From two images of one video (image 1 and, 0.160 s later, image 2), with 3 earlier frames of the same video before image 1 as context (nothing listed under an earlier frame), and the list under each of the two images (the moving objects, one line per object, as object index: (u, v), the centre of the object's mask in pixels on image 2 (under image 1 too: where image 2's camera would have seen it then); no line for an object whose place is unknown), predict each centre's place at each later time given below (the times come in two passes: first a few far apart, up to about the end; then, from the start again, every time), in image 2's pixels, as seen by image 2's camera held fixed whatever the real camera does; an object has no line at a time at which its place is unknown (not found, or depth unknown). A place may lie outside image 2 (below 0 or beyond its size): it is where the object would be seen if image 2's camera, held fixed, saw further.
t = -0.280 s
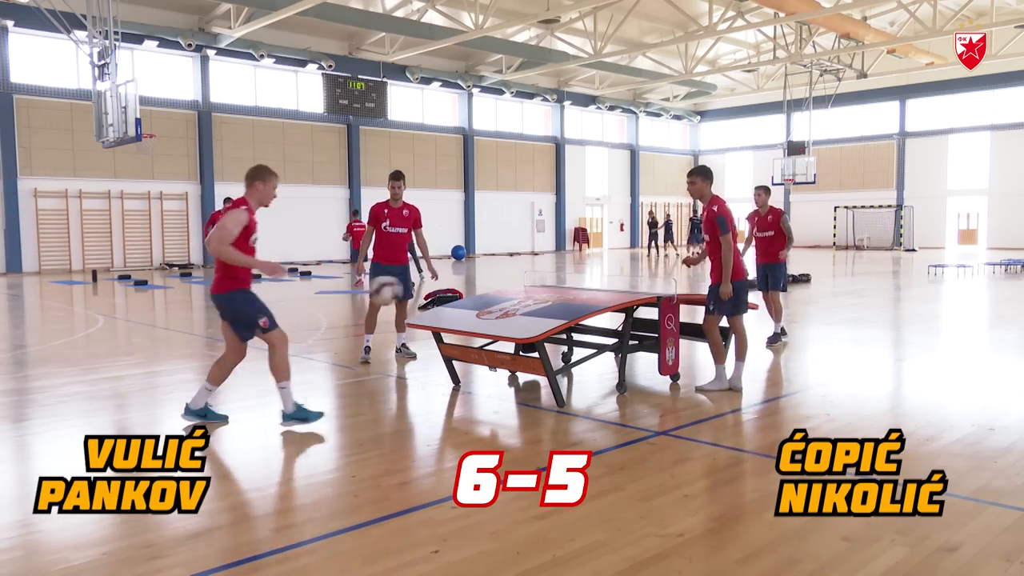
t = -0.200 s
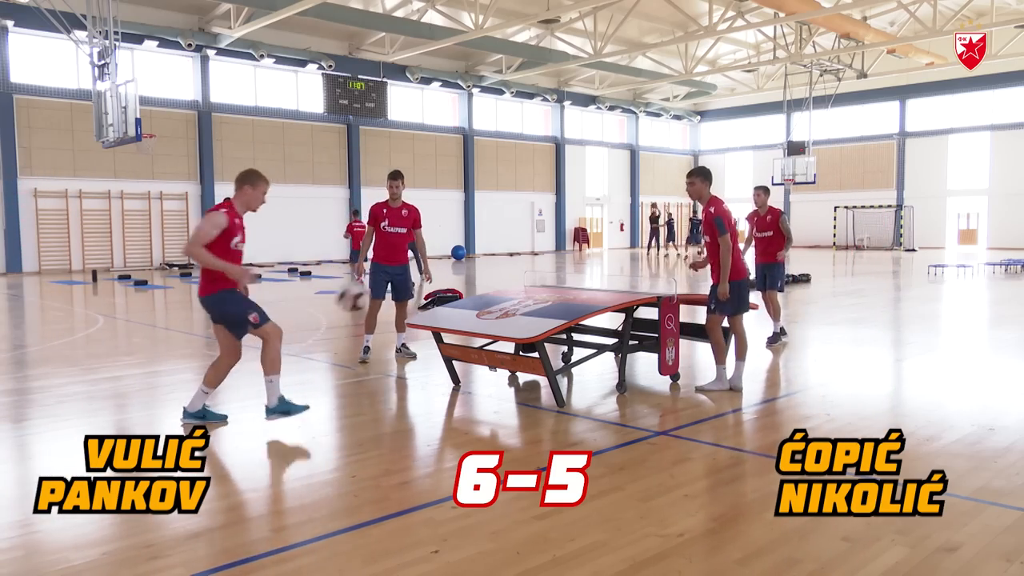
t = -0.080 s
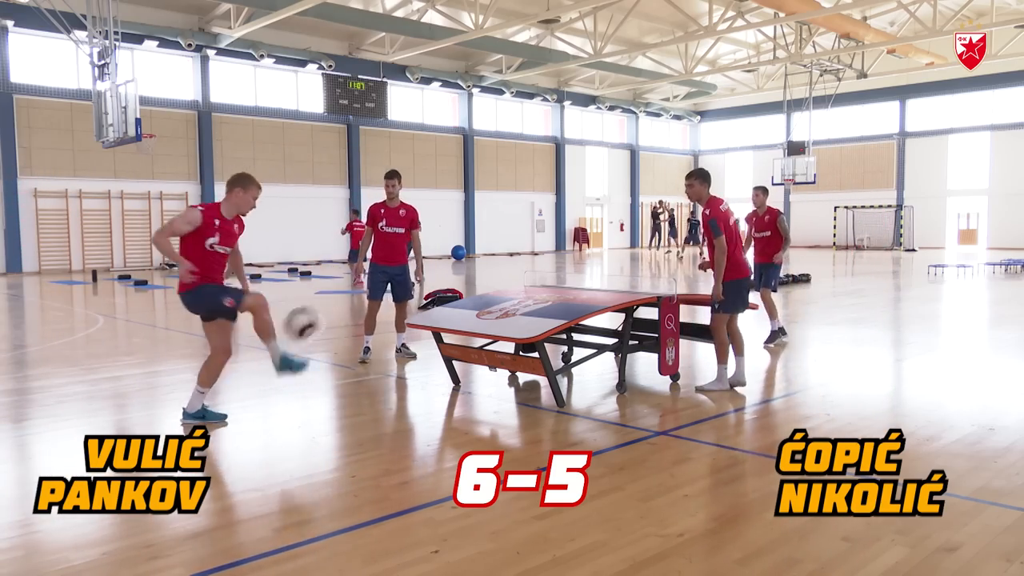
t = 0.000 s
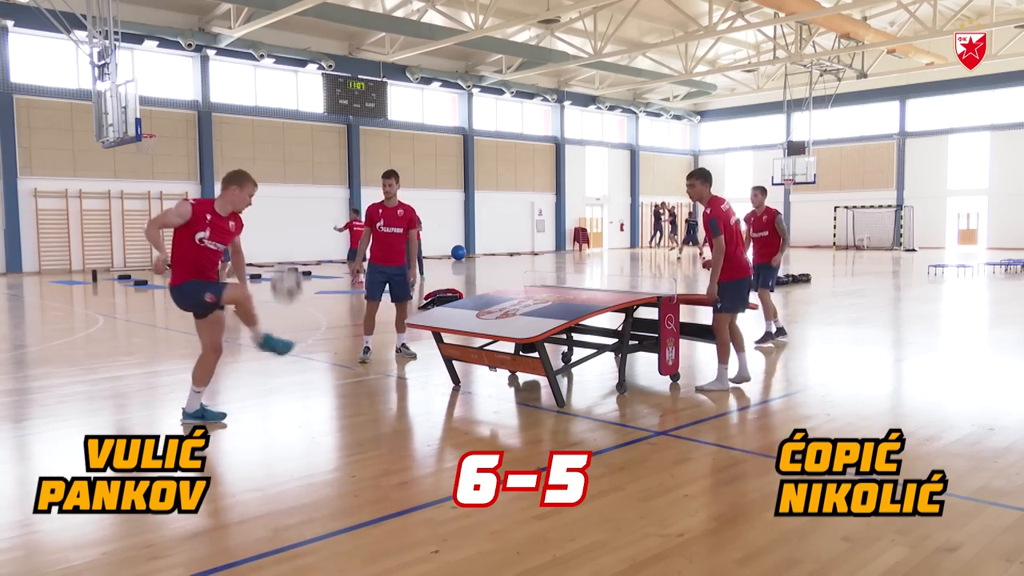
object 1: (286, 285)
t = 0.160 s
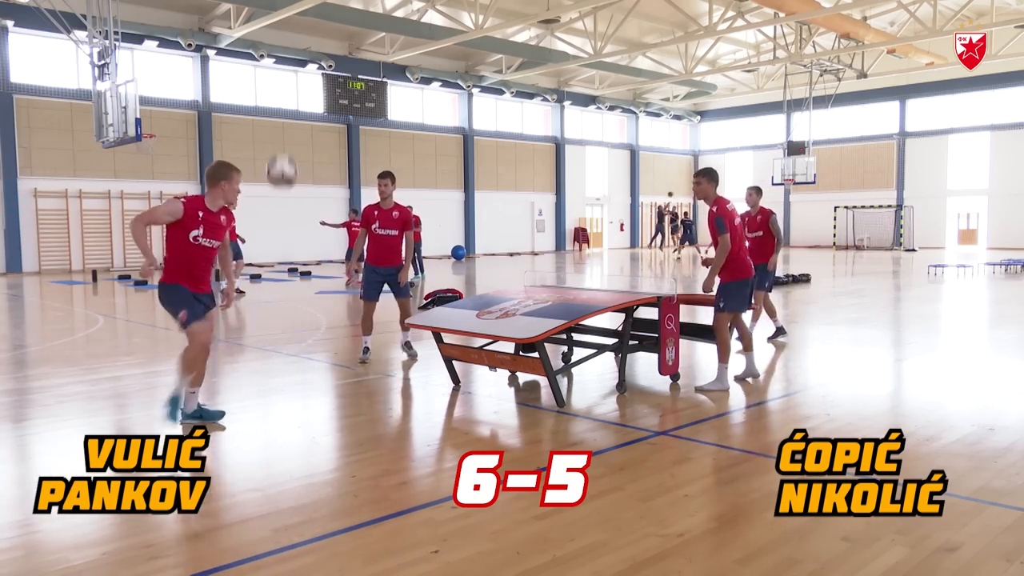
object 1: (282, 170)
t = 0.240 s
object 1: (281, 131)
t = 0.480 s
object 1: (275, 65)
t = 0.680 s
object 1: (274, 72)
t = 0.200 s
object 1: (281, 149)
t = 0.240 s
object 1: (281, 131)
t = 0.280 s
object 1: (280, 116)
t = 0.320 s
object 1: (279, 102)
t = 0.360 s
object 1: (278, 88)
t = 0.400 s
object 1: (277, 78)
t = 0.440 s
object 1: (276, 70)
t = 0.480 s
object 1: (275, 65)
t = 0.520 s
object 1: (275, 62)
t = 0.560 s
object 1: (274, 62)
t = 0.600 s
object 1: (274, 63)
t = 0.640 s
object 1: (274, 67)
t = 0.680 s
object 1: (274, 72)
